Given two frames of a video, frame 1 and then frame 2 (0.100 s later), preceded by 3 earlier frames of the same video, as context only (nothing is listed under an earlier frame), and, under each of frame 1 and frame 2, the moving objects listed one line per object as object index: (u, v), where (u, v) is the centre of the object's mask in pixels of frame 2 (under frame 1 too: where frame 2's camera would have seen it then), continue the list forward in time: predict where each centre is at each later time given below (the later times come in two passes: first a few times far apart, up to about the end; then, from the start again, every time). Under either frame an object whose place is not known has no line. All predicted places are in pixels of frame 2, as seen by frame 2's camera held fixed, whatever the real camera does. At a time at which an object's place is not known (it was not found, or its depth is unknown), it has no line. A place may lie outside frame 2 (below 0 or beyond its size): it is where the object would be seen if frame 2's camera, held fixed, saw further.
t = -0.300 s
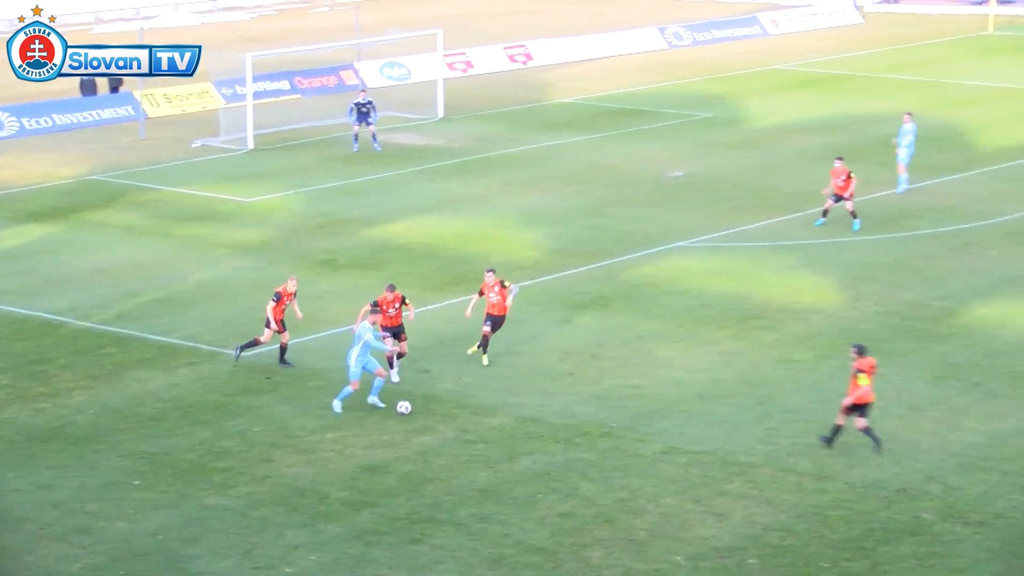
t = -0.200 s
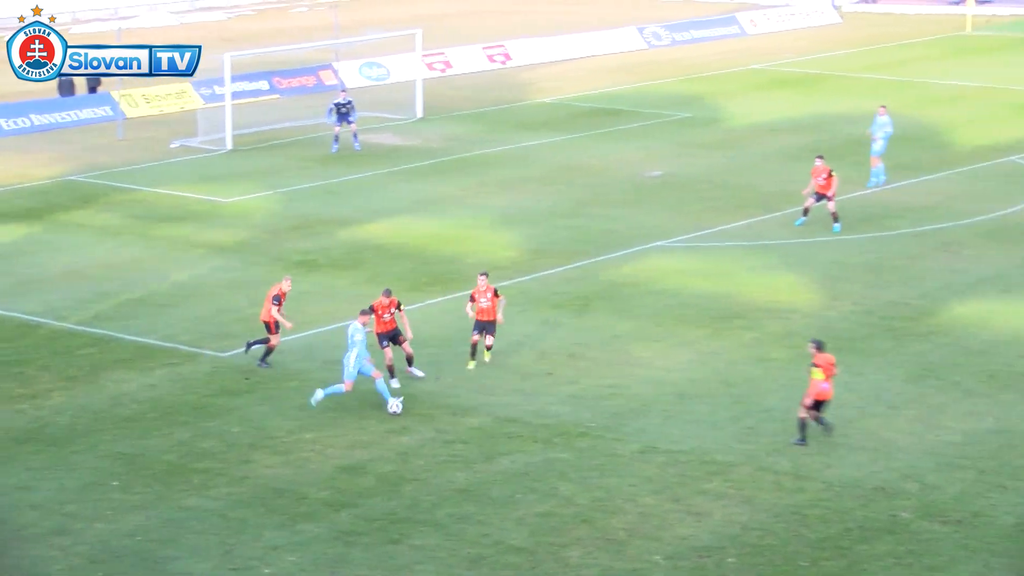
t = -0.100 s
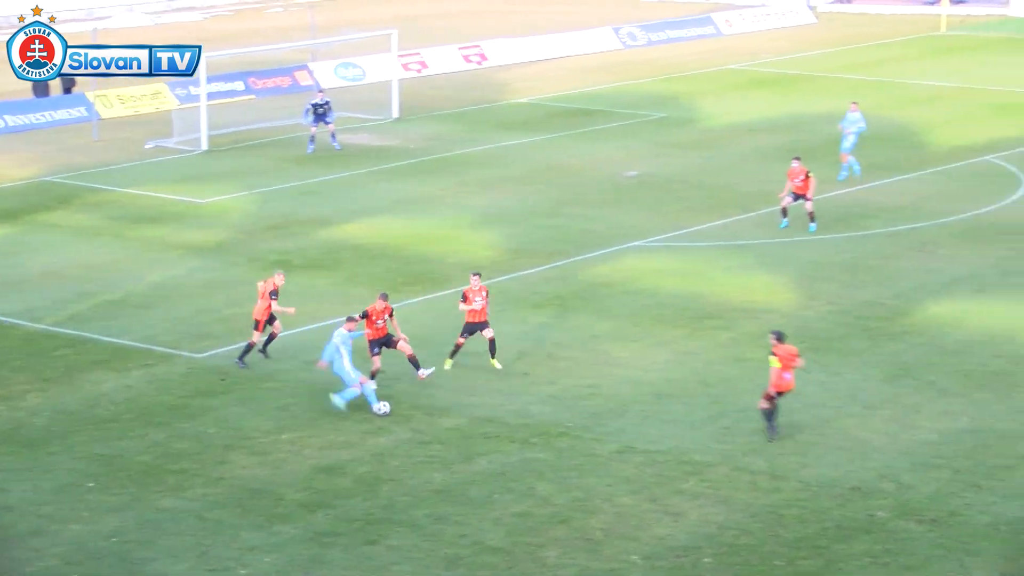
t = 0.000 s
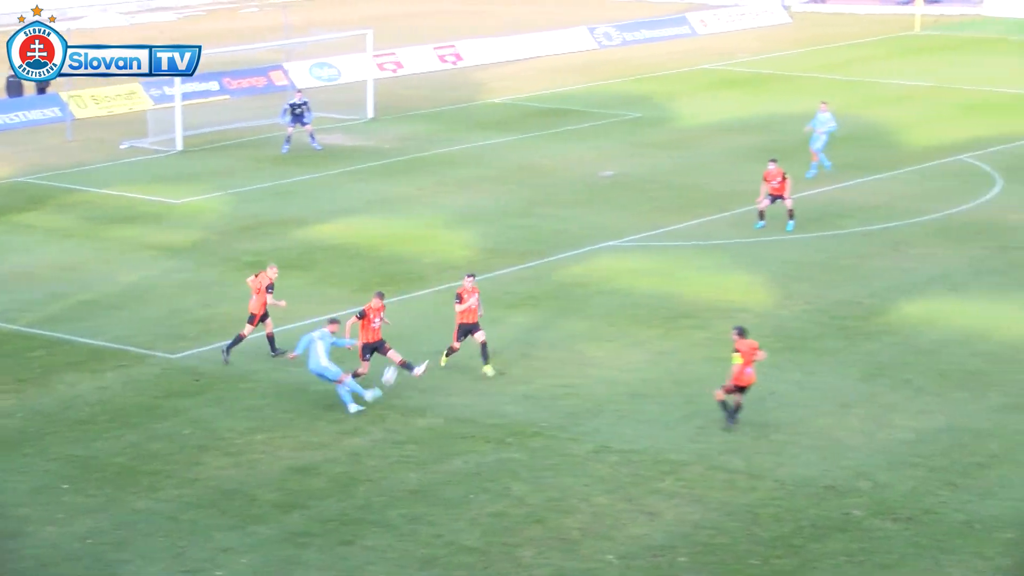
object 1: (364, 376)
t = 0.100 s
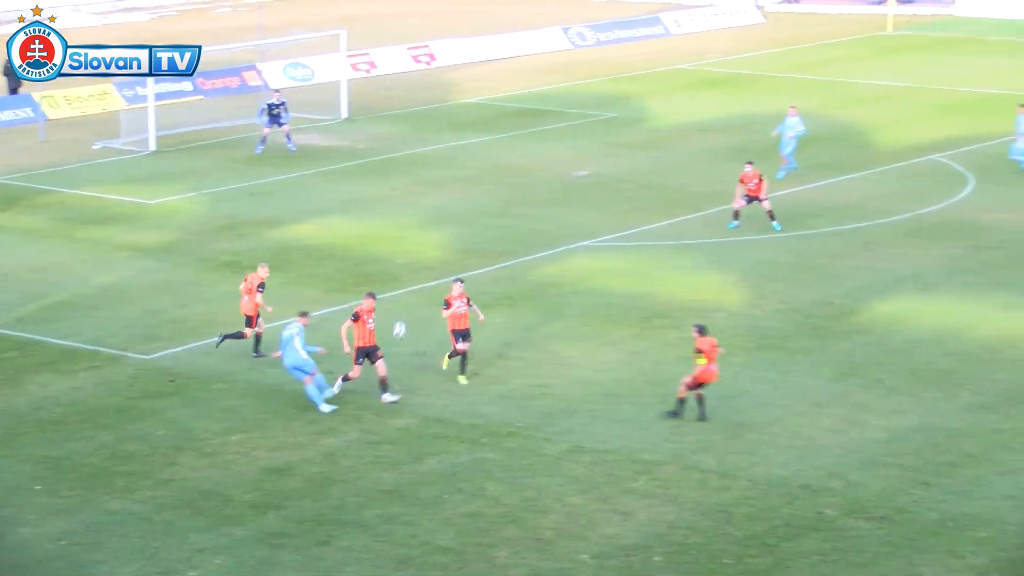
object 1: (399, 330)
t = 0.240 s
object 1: (436, 283)
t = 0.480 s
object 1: (480, 235)
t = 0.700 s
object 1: (504, 218)
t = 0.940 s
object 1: (518, 198)
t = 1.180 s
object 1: (525, 169)
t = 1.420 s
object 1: (527, 159)
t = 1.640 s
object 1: (524, 141)
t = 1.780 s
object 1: (523, 141)
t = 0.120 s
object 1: (405, 322)
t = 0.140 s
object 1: (411, 315)
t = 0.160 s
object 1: (416, 308)
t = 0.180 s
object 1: (421, 302)
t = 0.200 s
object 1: (426, 295)
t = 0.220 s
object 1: (431, 289)
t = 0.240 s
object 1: (436, 283)
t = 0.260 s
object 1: (440, 277)
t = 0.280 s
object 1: (444, 272)
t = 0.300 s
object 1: (449, 268)
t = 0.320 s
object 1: (453, 263)
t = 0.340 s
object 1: (457, 259)
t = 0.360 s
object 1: (460, 255)
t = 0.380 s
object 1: (464, 251)
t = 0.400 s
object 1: (467, 247)
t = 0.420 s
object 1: (471, 244)
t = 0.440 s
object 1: (474, 240)
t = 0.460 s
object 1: (477, 238)
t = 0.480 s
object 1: (480, 235)
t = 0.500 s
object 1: (483, 232)
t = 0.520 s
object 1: (485, 230)
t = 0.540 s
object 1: (488, 228)
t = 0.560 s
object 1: (491, 226)
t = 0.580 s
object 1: (493, 224)
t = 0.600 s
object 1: (495, 223)
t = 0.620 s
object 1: (497, 221)
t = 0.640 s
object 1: (499, 220)
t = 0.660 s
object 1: (501, 219)
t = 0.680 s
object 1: (503, 218)
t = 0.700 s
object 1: (504, 218)
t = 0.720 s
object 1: (506, 217)
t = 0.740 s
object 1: (508, 216)
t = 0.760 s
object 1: (509, 216)
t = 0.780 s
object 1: (511, 216)
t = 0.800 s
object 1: (512, 216)
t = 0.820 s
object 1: (513, 216)
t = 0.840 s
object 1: (515, 216)
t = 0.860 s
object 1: (516, 215)
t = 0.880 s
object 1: (517, 210)
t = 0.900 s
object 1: (517, 206)
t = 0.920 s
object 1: (518, 201)
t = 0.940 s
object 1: (518, 198)
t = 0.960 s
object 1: (519, 194)
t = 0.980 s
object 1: (520, 191)
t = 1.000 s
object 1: (520, 187)
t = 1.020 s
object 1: (521, 184)
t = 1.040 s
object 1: (522, 182)
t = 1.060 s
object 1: (522, 179)
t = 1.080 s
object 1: (523, 177)
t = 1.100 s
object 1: (523, 175)
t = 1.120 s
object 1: (524, 173)
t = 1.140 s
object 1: (524, 171)
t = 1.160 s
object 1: (524, 170)
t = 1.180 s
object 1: (525, 169)
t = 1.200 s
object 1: (525, 167)
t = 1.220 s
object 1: (525, 166)
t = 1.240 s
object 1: (526, 166)
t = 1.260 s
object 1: (526, 165)
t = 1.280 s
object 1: (526, 164)
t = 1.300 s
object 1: (527, 164)
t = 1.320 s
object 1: (527, 165)
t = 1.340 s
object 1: (527, 165)
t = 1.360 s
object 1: (527, 165)
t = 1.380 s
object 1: (527, 164)
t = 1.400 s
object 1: (527, 162)
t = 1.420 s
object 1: (527, 159)
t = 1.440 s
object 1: (527, 156)
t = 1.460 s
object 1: (526, 154)
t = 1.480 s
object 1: (526, 152)
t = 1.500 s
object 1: (526, 150)
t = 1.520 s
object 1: (526, 148)
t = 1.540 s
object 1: (526, 146)
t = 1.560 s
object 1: (525, 145)
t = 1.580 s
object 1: (525, 144)
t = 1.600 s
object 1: (525, 143)
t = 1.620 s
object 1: (525, 142)
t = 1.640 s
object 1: (524, 141)
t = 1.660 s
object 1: (524, 141)
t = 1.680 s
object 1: (524, 140)
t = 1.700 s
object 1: (524, 140)
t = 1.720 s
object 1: (524, 140)
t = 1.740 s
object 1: (524, 140)
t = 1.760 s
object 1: (523, 140)
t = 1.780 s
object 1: (523, 141)
